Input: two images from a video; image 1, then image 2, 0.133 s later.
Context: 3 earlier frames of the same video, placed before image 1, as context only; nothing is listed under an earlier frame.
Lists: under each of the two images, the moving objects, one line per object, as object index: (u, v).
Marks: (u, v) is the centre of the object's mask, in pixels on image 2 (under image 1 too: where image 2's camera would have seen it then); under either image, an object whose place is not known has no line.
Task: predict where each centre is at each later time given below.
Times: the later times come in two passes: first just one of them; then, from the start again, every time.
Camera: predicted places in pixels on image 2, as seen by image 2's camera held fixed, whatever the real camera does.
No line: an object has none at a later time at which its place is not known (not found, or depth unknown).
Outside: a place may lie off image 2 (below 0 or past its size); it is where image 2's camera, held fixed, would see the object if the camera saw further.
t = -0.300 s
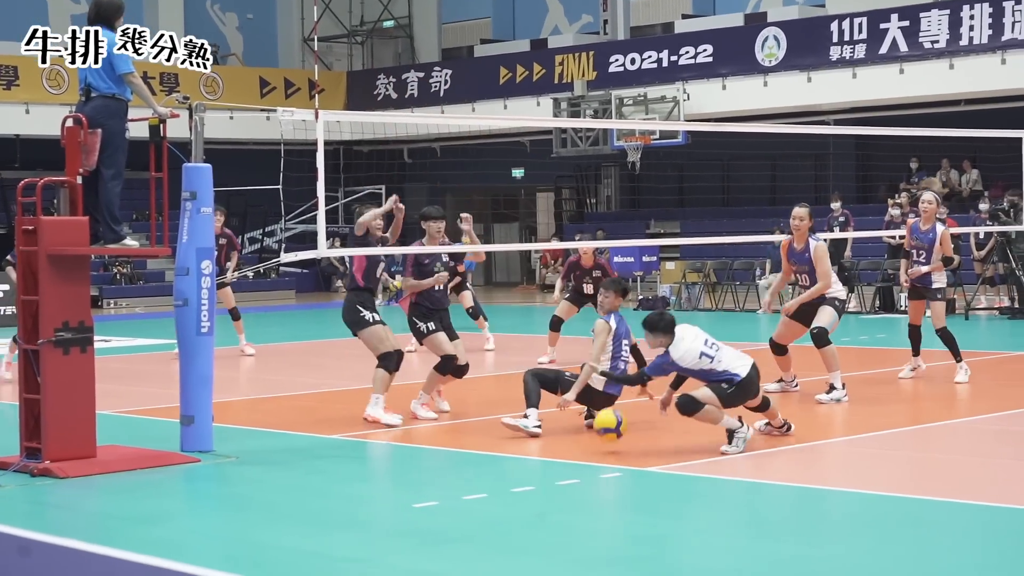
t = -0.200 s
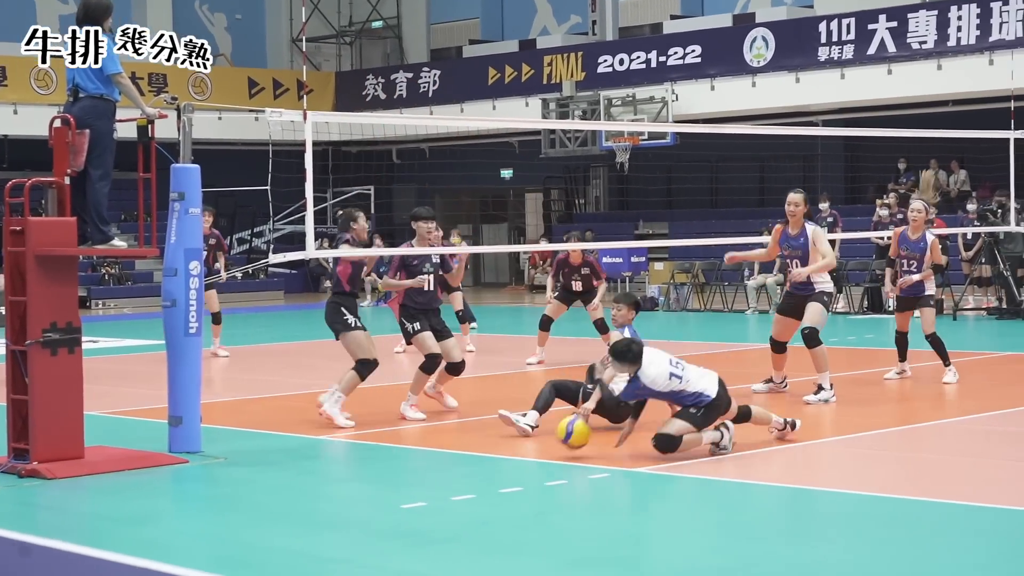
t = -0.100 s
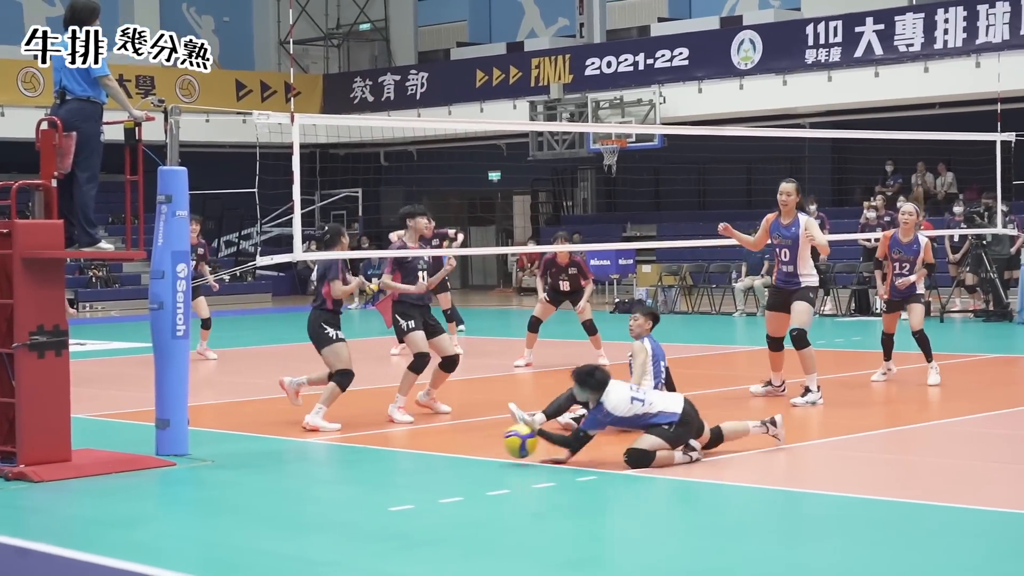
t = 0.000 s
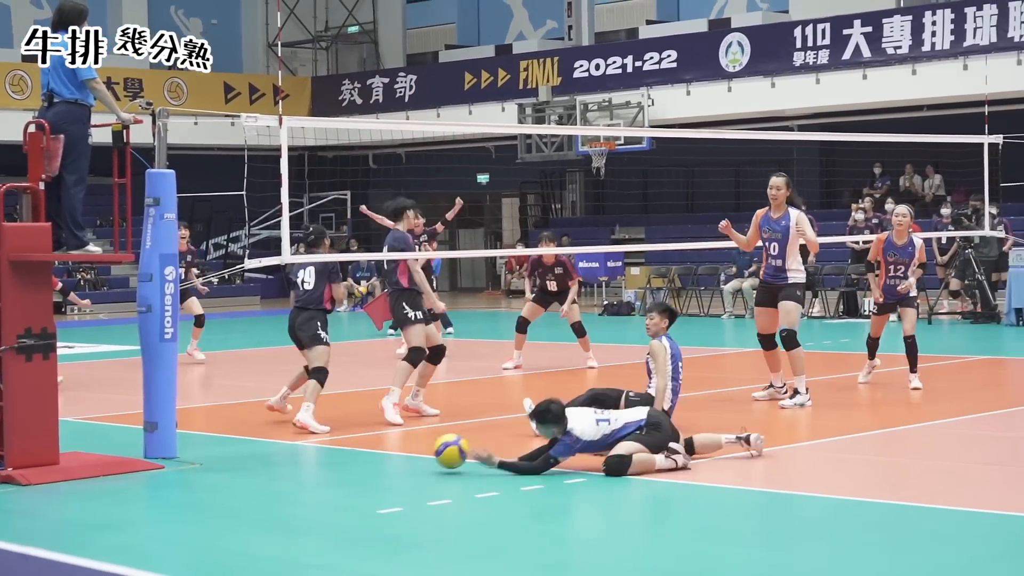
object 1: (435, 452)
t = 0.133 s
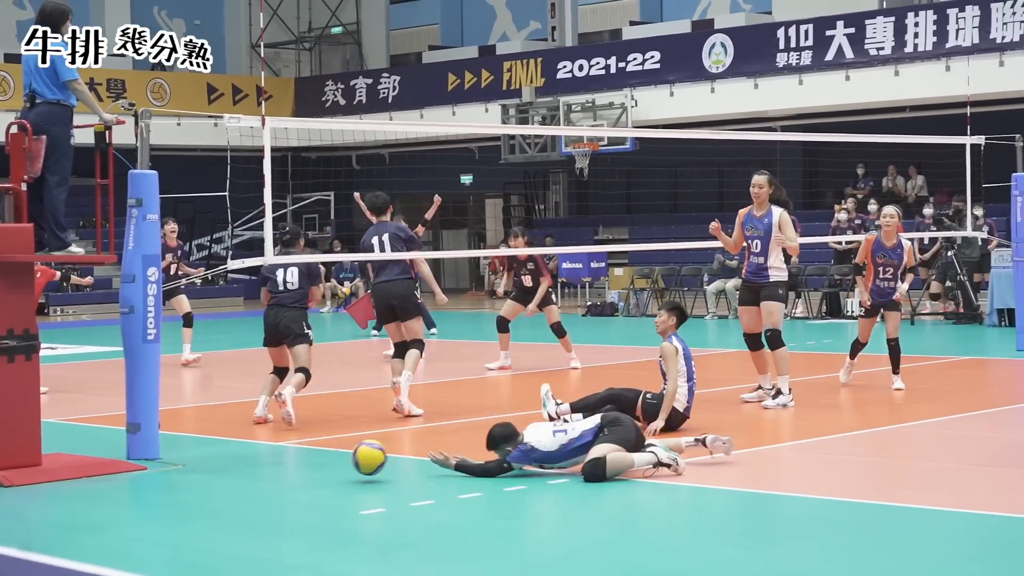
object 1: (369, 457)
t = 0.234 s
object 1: (322, 468)
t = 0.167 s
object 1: (354, 460)
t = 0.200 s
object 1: (338, 465)
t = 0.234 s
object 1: (322, 468)
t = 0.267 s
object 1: (308, 467)
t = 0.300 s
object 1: (292, 466)
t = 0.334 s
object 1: (278, 469)
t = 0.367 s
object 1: (262, 472)
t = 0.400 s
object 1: (246, 477)
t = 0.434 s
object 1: (230, 474)
